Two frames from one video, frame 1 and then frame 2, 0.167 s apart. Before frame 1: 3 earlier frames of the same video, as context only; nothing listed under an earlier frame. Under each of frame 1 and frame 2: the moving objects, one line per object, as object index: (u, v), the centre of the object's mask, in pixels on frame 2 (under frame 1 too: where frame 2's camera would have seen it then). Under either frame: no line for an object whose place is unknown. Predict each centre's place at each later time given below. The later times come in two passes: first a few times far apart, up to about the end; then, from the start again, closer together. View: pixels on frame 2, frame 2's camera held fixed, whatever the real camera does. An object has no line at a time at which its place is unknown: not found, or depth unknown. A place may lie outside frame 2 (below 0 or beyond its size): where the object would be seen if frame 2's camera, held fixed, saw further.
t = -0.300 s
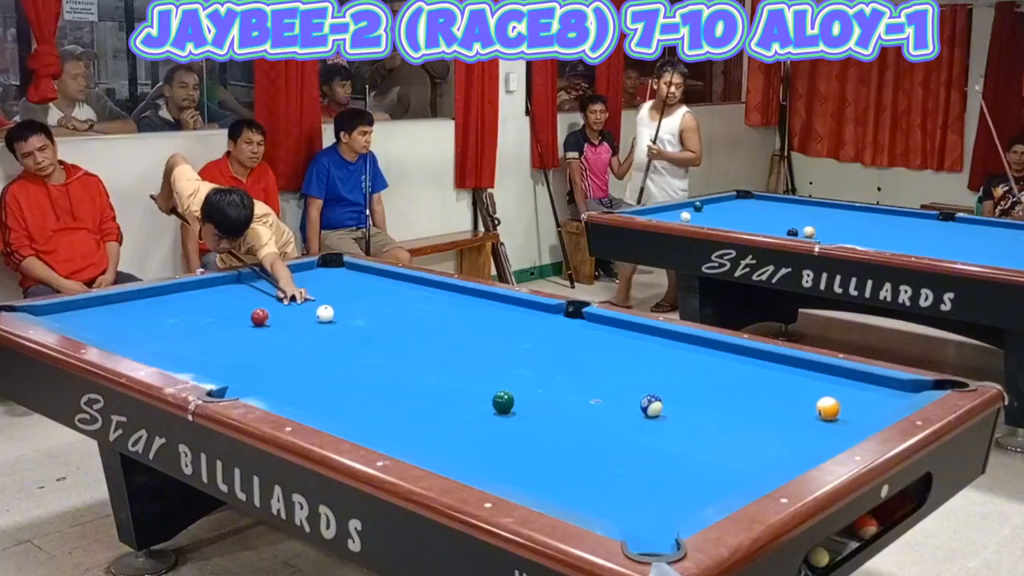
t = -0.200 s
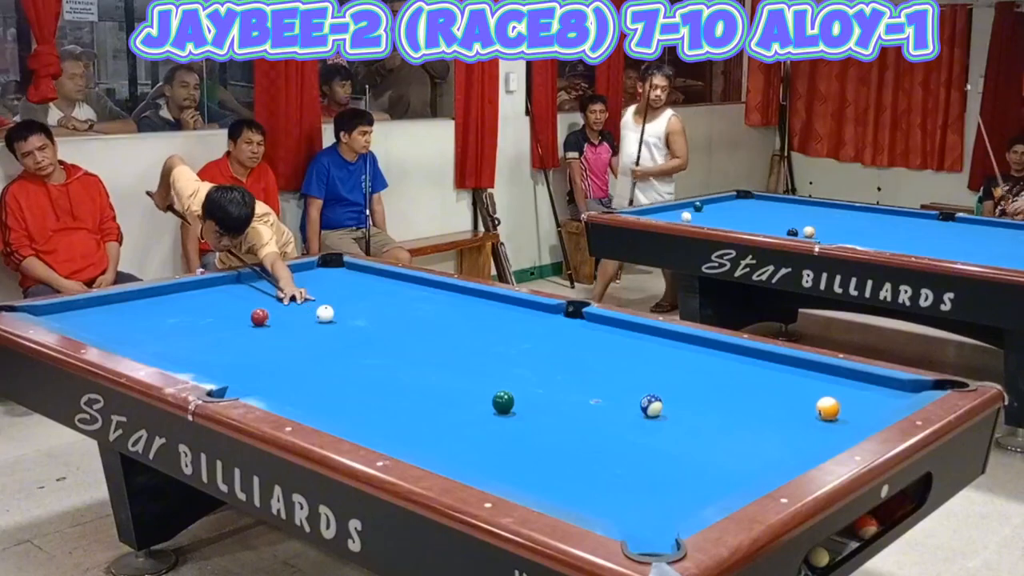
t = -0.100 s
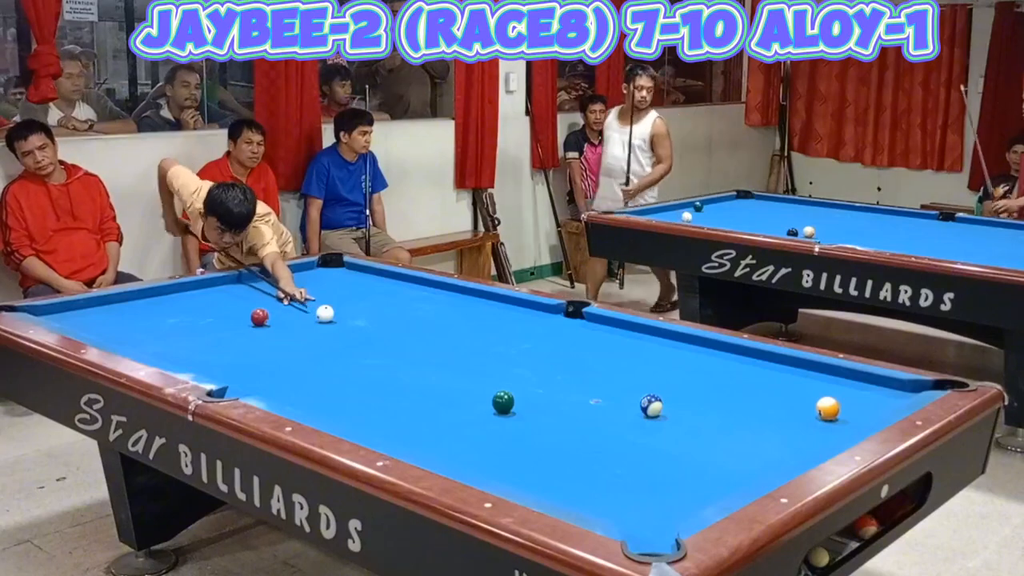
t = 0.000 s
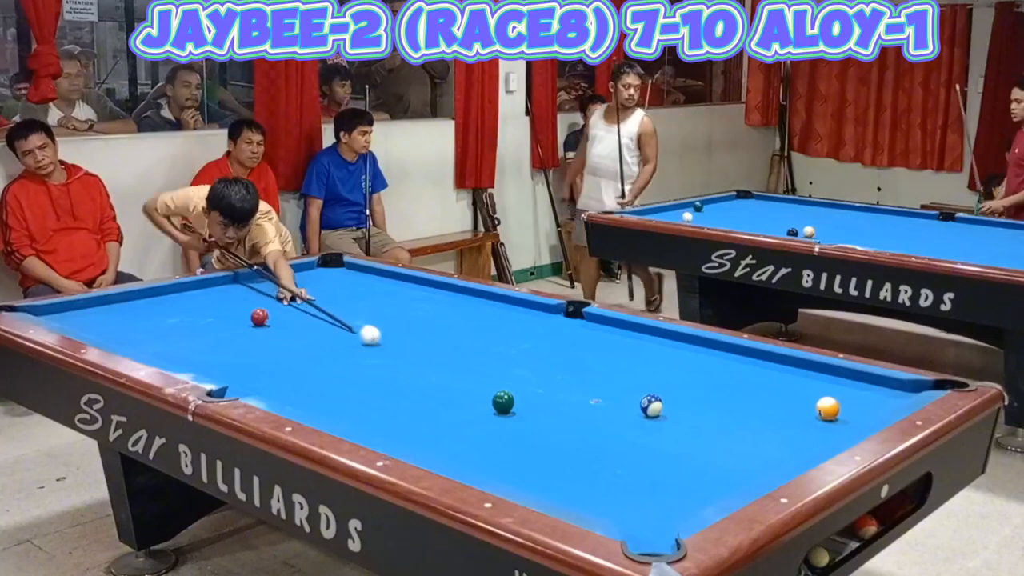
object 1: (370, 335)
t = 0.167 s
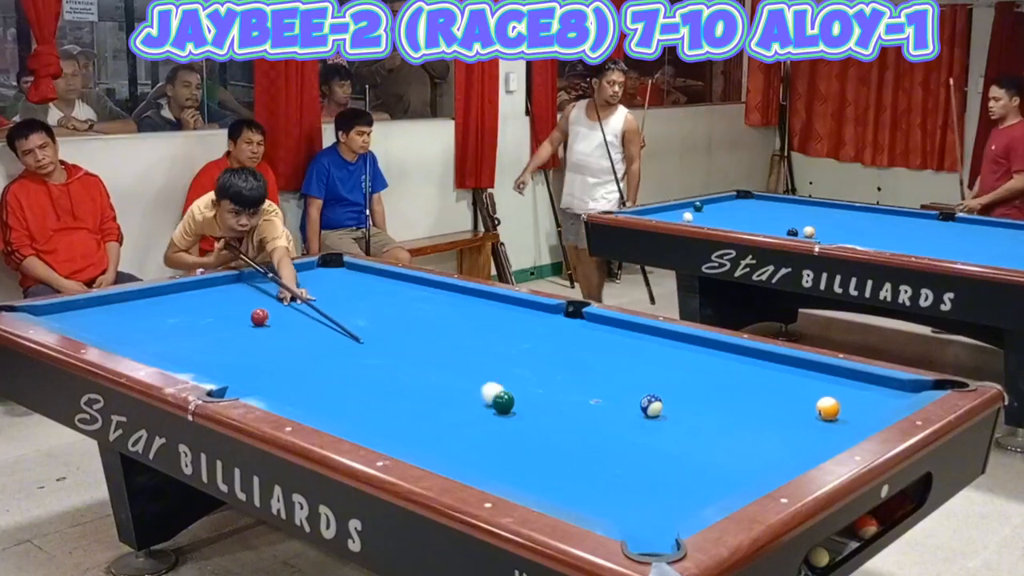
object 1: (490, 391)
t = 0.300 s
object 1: (526, 390)
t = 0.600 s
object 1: (569, 377)
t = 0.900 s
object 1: (606, 366)
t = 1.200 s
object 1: (639, 356)
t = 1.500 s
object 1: (668, 348)
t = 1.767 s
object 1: (691, 341)
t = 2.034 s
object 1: (675, 340)
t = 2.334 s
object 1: (654, 341)
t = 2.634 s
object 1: (635, 341)
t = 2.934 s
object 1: (619, 342)
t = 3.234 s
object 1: (607, 342)
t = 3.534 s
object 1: (598, 342)
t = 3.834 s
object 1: (592, 343)
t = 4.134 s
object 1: (589, 343)
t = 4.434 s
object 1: (588, 343)
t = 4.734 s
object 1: (588, 343)
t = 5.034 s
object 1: (588, 343)
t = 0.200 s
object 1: (504, 394)
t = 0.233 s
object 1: (513, 393)
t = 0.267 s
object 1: (520, 392)
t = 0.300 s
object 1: (526, 390)
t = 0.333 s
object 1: (532, 389)
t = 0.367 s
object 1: (537, 387)
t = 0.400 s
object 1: (541, 386)
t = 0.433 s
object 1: (547, 384)
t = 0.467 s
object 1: (551, 383)
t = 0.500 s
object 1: (556, 381)
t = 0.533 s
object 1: (560, 380)
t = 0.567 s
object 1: (565, 378)
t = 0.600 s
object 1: (569, 377)
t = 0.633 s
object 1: (573, 376)
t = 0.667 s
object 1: (578, 375)
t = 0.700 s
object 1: (582, 373)
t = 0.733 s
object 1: (586, 372)
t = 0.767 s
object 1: (590, 371)
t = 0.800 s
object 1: (594, 370)
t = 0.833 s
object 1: (598, 368)
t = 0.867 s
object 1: (602, 367)
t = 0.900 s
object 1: (606, 366)
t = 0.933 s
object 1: (610, 365)
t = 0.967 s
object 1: (614, 364)
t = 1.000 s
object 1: (618, 362)
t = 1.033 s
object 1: (621, 361)
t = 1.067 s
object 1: (625, 360)
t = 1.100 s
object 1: (629, 359)
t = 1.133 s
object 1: (632, 358)
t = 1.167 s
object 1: (636, 357)
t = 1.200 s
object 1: (639, 356)
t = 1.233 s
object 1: (643, 355)
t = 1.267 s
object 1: (646, 354)
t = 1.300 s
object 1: (649, 353)
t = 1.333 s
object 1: (652, 352)
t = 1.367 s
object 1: (656, 351)
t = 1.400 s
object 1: (659, 350)
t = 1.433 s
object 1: (662, 349)
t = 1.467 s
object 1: (665, 349)
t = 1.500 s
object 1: (668, 348)
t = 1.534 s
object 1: (671, 347)
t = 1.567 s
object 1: (674, 346)
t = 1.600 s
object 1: (677, 345)
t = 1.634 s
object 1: (680, 344)
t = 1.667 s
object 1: (683, 343)
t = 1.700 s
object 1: (686, 343)
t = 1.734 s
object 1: (688, 342)
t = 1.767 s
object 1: (691, 341)
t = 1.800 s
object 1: (694, 340)
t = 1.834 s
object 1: (692, 340)
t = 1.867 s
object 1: (689, 340)
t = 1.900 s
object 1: (686, 340)
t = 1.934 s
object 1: (683, 340)
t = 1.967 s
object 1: (681, 340)
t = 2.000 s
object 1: (678, 340)
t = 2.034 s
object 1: (675, 340)
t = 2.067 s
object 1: (673, 340)
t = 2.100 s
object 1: (670, 341)
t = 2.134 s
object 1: (668, 340)
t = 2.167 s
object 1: (665, 341)
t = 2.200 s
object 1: (663, 341)
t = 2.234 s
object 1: (660, 341)
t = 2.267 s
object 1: (658, 341)
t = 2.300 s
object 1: (656, 341)
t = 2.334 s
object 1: (654, 341)
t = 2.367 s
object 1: (651, 341)
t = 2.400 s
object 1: (649, 341)
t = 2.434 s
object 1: (647, 341)
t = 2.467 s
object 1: (645, 341)
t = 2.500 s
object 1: (643, 341)
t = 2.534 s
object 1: (641, 341)
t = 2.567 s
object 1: (639, 341)
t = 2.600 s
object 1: (637, 341)
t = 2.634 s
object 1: (635, 341)
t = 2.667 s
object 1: (633, 341)
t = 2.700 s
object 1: (631, 341)
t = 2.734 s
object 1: (629, 342)
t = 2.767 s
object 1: (628, 342)
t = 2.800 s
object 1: (626, 342)
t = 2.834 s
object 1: (625, 342)
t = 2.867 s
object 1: (623, 342)
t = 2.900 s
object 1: (621, 342)
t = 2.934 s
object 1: (619, 342)
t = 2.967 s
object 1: (618, 342)
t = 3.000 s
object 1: (617, 342)
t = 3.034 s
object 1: (615, 342)
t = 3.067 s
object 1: (613, 342)
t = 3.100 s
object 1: (612, 342)
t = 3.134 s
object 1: (611, 342)
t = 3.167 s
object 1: (610, 342)
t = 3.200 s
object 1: (608, 342)
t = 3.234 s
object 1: (607, 342)
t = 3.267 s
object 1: (606, 342)
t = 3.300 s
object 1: (605, 342)
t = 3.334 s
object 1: (604, 342)
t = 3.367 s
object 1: (603, 342)
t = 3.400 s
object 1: (602, 342)
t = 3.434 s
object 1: (601, 342)
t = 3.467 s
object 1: (600, 342)
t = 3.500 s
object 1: (599, 342)
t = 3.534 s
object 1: (598, 342)
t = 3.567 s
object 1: (597, 343)
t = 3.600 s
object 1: (596, 343)
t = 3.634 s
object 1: (595, 342)
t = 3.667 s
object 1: (595, 343)
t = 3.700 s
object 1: (594, 343)
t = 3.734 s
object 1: (593, 343)
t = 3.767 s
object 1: (593, 343)
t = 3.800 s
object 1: (592, 343)
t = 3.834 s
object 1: (592, 343)
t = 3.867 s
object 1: (591, 343)
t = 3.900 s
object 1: (591, 343)
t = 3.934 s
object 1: (590, 343)
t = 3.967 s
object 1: (590, 343)
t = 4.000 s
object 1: (590, 343)
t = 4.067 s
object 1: (589, 343)
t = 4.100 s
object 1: (589, 343)
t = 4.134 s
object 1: (589, 343)
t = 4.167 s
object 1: (589, 343)
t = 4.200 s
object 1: (589, 343)
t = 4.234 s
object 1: (588, 343)
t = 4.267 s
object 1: (588, 343)
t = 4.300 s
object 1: (588, 343)
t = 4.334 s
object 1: (588, 343)
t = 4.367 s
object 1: (588, 343)
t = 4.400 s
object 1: (588, 343)
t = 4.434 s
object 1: (588, 343)
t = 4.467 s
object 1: (588, 343)
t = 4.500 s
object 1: (588, 343)
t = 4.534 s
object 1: (588, 343)
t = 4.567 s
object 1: (588, 343)
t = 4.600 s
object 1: (588, 343)
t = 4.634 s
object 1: (588, 343)
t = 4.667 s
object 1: (588, 343)
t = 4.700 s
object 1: (588, 343)
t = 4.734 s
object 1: (588, 343)
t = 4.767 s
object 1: (588, 342)
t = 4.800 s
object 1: (588, 343)
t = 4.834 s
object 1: (588, 343)
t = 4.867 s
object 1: (588, 343)
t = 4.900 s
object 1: (588, 343)
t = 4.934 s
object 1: (588, 343)
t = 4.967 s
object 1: (588, 343)
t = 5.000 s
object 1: (588, 343)
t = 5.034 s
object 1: (588, 343)
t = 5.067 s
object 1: (588, 343)
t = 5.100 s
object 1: (588, 343)
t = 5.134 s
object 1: (588, 343)
